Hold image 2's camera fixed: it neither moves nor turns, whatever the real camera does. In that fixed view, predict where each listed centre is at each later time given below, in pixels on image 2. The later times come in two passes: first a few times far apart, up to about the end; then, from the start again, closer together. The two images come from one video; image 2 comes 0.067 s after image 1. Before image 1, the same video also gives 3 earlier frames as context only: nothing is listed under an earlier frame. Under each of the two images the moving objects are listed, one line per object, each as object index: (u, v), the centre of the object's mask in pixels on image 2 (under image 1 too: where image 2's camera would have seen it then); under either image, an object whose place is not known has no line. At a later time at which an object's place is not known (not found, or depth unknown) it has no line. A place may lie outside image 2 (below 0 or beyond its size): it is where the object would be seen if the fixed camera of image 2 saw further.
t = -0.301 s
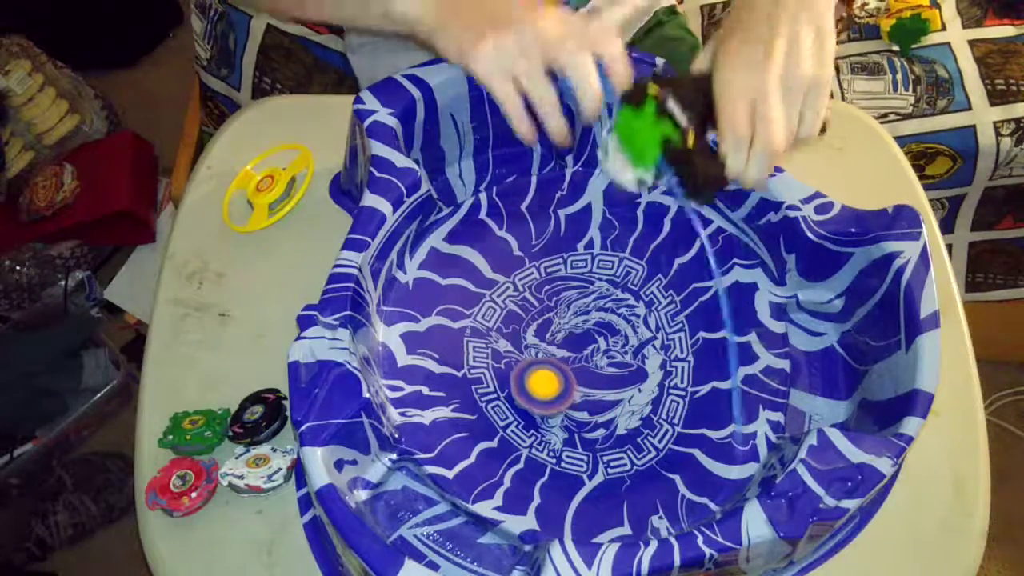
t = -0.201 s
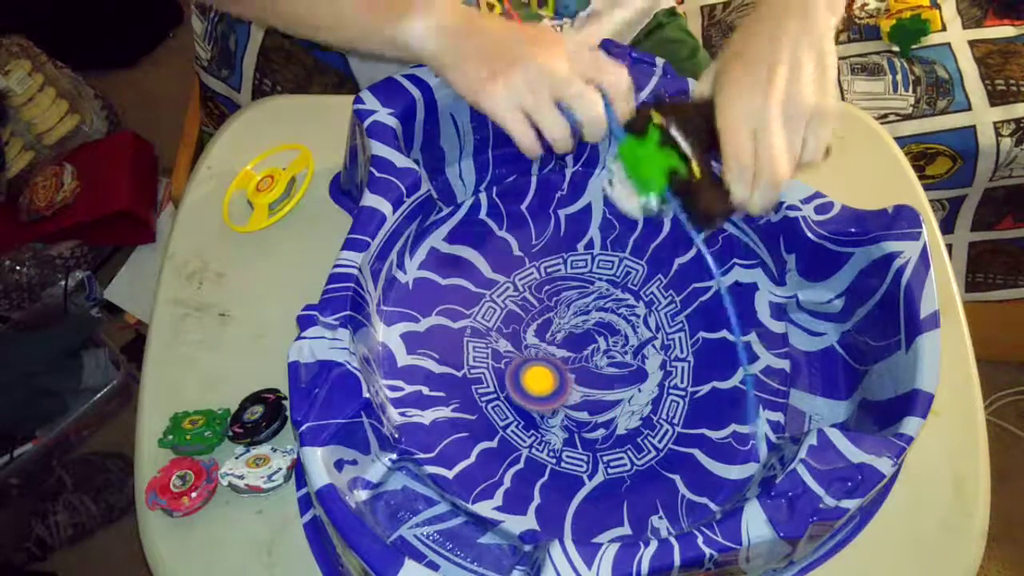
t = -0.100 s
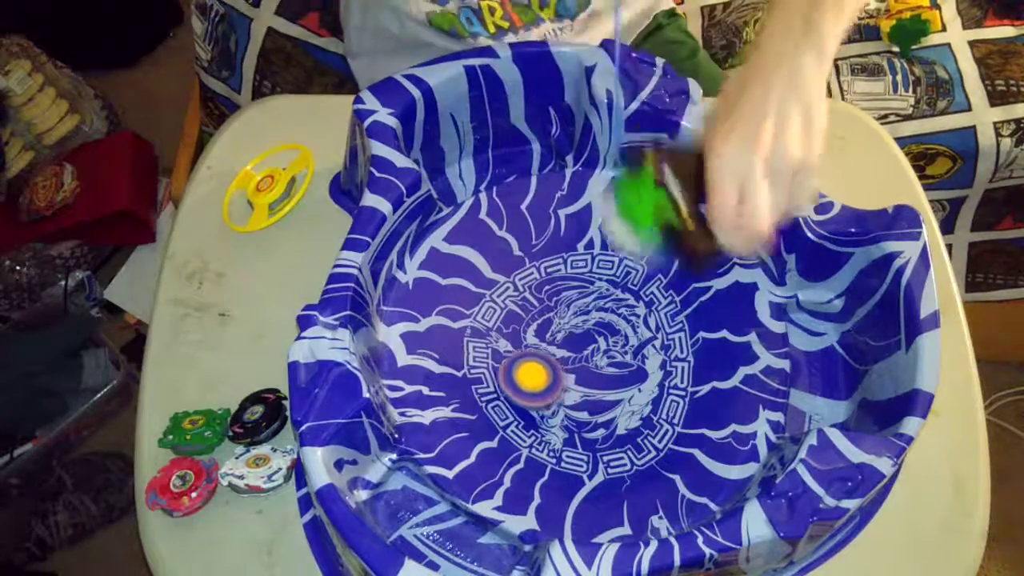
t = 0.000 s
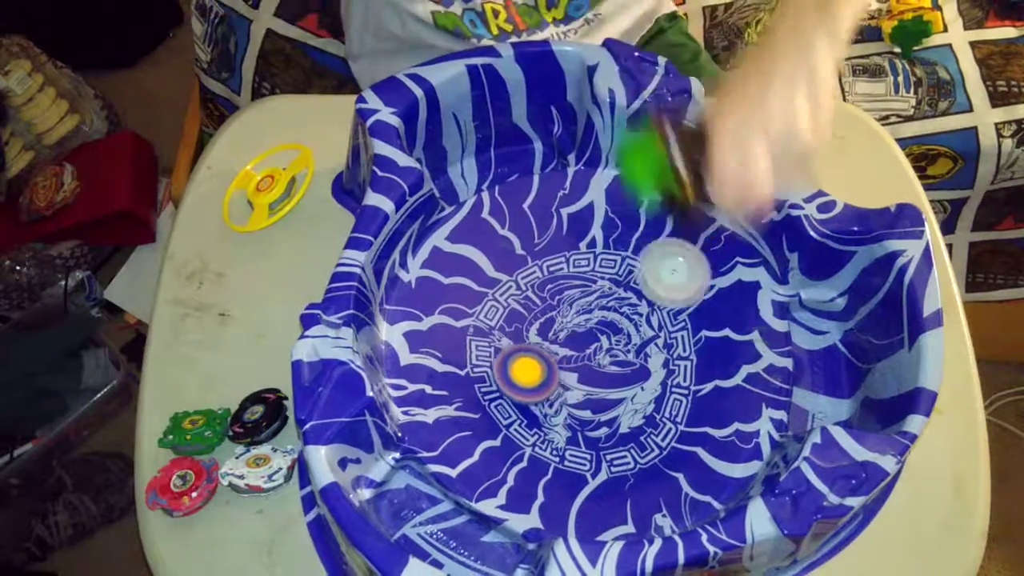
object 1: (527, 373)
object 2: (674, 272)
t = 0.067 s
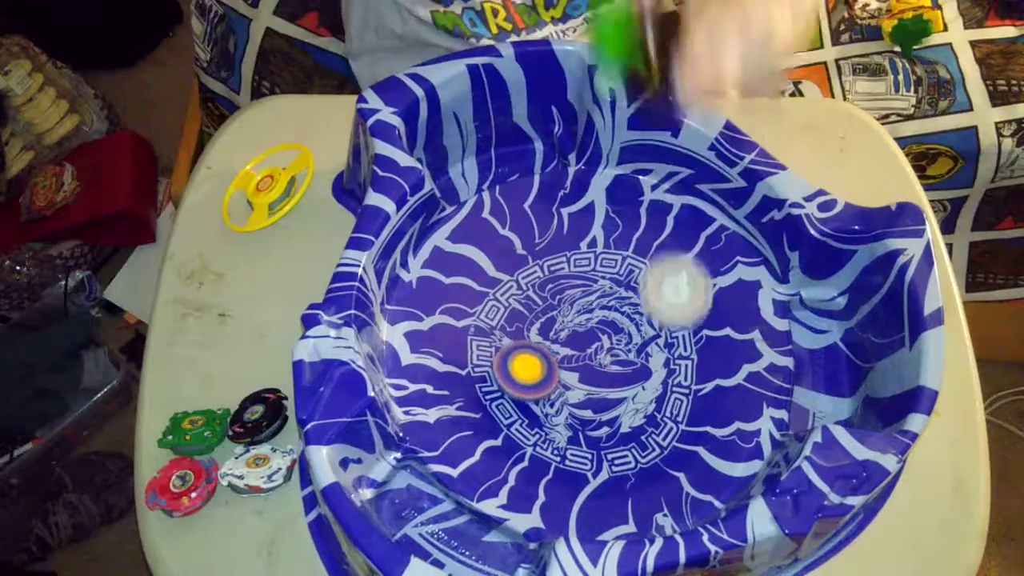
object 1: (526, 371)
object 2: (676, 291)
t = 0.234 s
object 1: (525, 360)
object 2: (629, 323)
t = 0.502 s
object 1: (517, 341)
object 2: (596, 291)
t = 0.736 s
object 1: (510, 328)
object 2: (588, 309)
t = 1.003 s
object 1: (515, 334)
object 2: (631, 321)
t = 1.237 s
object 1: (531, 332)
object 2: (584, 272)
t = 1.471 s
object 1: (504, 414)
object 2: (572, 314)
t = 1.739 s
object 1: (567, 429)
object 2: (693, 366)
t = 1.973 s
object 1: (630, 386)
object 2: (662, 231)
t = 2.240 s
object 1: (612, 340)
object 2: (427, 336)
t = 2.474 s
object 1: (575, 329)
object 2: (605, 470)
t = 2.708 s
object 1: (550, 334)
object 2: (742, 282)
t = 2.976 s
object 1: (547, 353)
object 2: (488, 210)
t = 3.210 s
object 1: (552, 361)
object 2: (511, 475)
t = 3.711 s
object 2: (587, 190)
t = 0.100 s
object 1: (526, 369)
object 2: (672, 306)
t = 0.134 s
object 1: (526, 367)
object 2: (664, 314)
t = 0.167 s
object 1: (526, 365)
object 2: (655, 321)
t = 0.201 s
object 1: (526, 363)
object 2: (642, 324)
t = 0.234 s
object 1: (525, 360)
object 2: (629, 323)
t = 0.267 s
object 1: (524, 358)
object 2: (620, 321)
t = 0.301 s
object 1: (523, 356)
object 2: (612, 315)
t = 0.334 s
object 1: (522, 353)
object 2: (607, 310)
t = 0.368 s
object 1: (521, 351)
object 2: (604, 305)
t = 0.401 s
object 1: (521, 349)
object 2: (602, 301)
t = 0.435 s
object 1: (519, 347)
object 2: (601, 297)
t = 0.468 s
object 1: (518, 344)
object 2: (599, 294)
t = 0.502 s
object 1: (517, 341)
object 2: (596, 291)
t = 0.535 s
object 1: (515, 338)
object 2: (592, 291)
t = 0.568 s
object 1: (514, 335)
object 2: (588, 293)
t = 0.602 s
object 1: (514, 334)
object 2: (586, 294)
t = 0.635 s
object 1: (512, 332)
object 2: (585, 296)
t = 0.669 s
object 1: (511, 330)
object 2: (585, 299)
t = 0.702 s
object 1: (511, 329)
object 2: (586, 304)
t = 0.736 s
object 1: (510, 328)
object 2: (588, 309)
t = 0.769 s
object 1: (509, 327)
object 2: (592, 315)
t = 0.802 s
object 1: (509, 327)
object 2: (596, 319)
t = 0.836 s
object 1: (509, 327)
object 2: (603, 324)
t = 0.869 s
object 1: (509, 327)
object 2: (610, 328)
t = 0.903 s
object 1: (509, 329)
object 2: (617, 329)
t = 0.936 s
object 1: (509, 330)
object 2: (622, 328)
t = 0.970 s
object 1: (511, 331)
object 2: (627, 326)
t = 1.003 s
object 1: (515, 334)
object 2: (631, 321)
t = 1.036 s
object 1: (518, 335)
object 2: (634, 314)
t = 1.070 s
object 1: (523, 335)
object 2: (635, 308)
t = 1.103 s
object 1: (528, 335)
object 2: (631, 301)
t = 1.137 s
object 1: (531, 334)
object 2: (621, 291)
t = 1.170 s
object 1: (537, 331)
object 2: (606, 285)
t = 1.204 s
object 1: (539, 328)
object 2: (591, 280)
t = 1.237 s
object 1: (531, 332)
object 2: (584, 272)
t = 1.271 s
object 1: (527, 336)
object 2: (576, 269)
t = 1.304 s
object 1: (526, 340)
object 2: (567, 271)
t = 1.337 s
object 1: (528, 343)
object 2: (556, 277)
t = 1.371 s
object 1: (527, 351)
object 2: (550, 287)
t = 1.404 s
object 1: (520, 367)
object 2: (556, 293)
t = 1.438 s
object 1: (510, 395)
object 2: (564, 304)
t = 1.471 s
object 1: (504, 414)
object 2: (572, 314)
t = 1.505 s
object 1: (504, 421)
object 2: (583, 328)
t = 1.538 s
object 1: (506, 426)
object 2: (597, 344)
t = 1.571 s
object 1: (513, 429)
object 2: (613, 358)
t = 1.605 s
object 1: (521, 431)
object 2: (629, 371)
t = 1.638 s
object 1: (532, 432)
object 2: (645, 378)
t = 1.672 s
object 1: (543, 431)
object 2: (664, 379)
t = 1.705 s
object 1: (556, 430)
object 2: (679, 375)
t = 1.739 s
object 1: (567, 429)
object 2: (693, 366)
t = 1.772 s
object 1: (580, 426)
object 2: (704, 353)
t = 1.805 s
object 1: (590, 423)
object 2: (712, 336)
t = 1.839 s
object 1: (602, 418)
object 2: (715, 316)
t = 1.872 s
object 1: (611, 412)
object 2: (711, 292)
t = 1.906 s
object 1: (619, 403)
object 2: (700, 268)
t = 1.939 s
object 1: (626, 394)
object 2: (684, 248)
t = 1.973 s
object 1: (630, 386)
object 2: (662, 231)
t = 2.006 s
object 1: (633, 376)
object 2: (632, 218)
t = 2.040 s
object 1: (634, 369)
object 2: (601, 212)
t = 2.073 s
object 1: (633, 362)
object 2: (567, 215)
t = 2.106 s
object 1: (631, 357)
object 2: (532, 226)
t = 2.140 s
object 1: (626, 351)
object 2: (501, 243)
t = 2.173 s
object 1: (621, 347)
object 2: (471, 267)
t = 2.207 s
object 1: (616, 344)
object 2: (446, 300)
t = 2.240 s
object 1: (612, 340)
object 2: (427, 336)
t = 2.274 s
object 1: (607, 336)
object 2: (427, 378)
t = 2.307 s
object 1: (601, 334)
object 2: (448, 417)
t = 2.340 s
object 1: (595, 332)
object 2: (481, 455)
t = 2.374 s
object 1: (589, 330)
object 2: (520, 491)
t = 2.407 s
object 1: (583, 329)
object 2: (553, 490)
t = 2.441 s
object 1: (579, 329)
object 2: (577, 478)
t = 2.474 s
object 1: (575, 329)
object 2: (605, 470)
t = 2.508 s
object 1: (571, 330)
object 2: (636, 456)
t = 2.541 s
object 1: (567, 331)
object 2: (667, 437)
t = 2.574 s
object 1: (563, 331)
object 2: (696, 412)
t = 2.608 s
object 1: (560, 332)
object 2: (720, 382)
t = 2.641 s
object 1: (556, 332)
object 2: (735, 348)
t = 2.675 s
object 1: (553, 334)
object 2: (743, 317)
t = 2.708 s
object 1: (550, 334)
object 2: (742, 282)
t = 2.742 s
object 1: (547, 336)
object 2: (723, 251)
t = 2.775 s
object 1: (545, 337)
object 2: (696, 231)
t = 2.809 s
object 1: (543, 340)
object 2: (665, 211)
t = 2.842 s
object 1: (543, 343)
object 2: (638, 196)
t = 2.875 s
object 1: (543, 345)
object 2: (599, 189)
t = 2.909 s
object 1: (544, 348)
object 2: (560, 189)
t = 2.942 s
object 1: (545, 350)
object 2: (526, 195)
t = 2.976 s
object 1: (547, 353)
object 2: (488, 210)
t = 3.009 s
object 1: (549, 355)
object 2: (468, 235)
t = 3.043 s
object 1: (550, 357)
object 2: (460, 269)
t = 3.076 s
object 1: (550, 358)
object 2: (453, 308)
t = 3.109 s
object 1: (550, 358)
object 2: (453, 355)
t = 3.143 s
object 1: (550, 359)
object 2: (464, 405)
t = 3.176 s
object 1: (551, 360)
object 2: (481, 439)
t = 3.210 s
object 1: (552, 361)
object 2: (511, 475)
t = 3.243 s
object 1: (553, 362)
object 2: (541, 495)
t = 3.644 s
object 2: (651, 204)
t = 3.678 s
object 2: (622, 192)
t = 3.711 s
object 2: (587, 190)
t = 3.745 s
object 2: (550, 193)
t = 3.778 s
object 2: (518, 202)
